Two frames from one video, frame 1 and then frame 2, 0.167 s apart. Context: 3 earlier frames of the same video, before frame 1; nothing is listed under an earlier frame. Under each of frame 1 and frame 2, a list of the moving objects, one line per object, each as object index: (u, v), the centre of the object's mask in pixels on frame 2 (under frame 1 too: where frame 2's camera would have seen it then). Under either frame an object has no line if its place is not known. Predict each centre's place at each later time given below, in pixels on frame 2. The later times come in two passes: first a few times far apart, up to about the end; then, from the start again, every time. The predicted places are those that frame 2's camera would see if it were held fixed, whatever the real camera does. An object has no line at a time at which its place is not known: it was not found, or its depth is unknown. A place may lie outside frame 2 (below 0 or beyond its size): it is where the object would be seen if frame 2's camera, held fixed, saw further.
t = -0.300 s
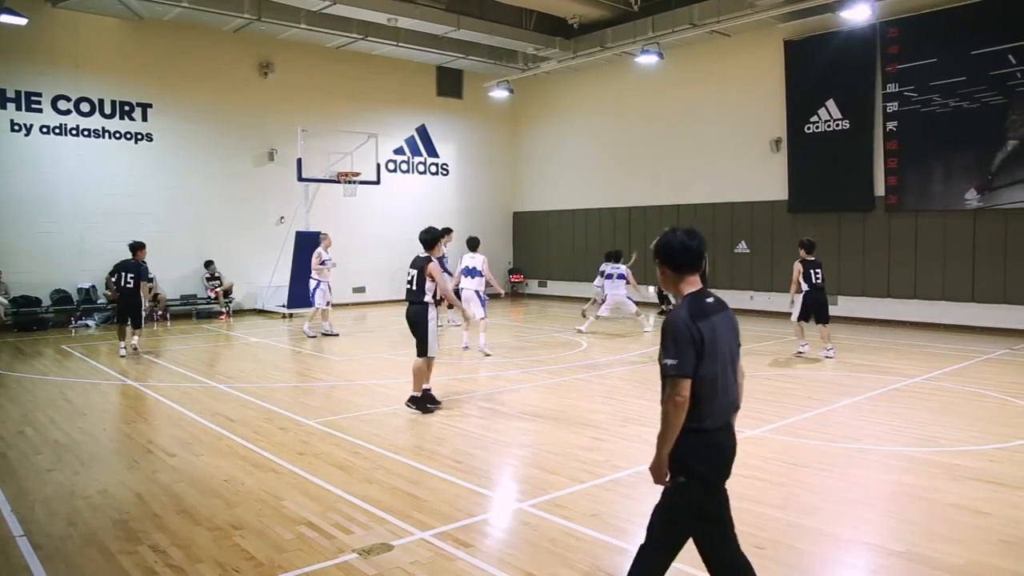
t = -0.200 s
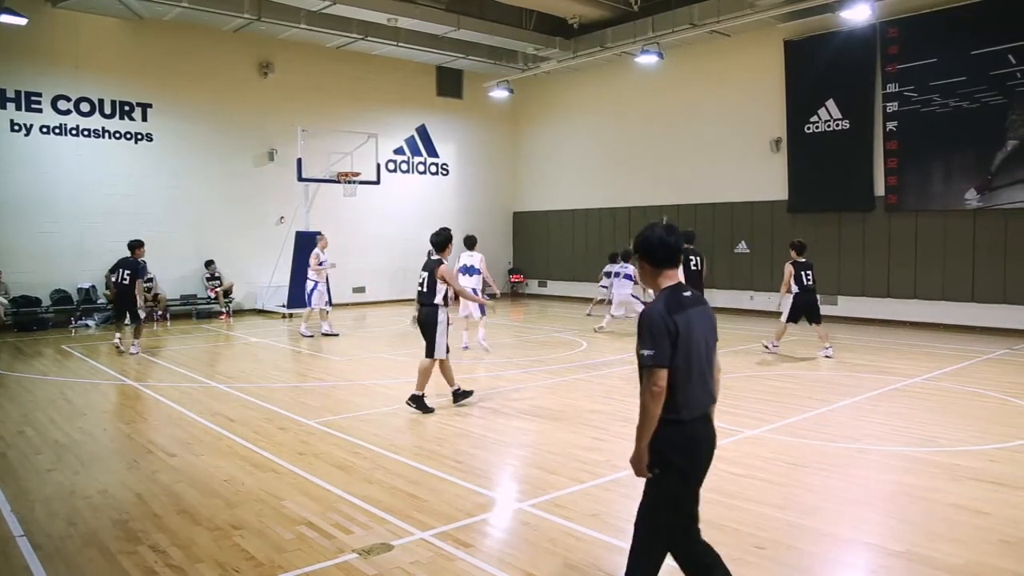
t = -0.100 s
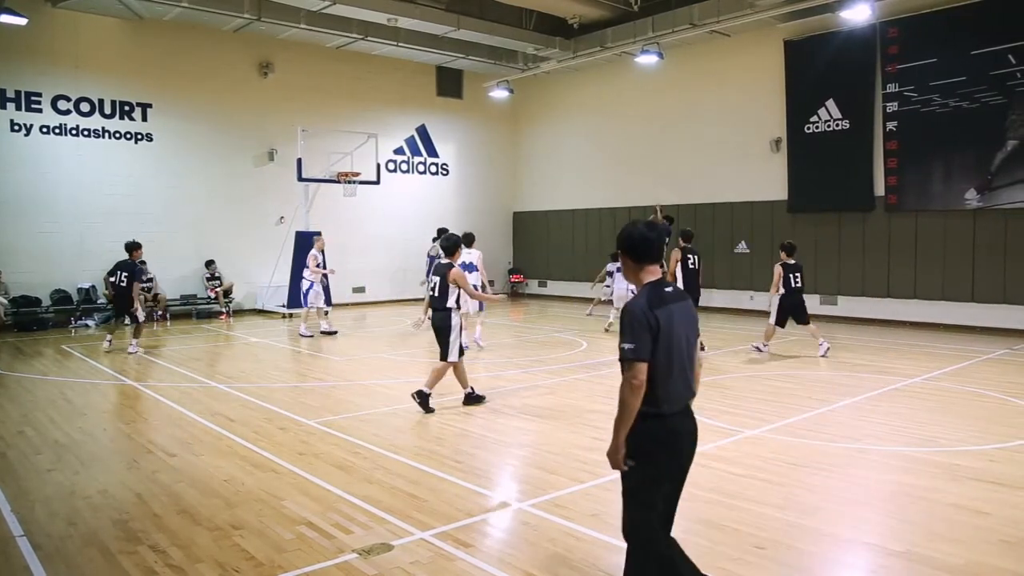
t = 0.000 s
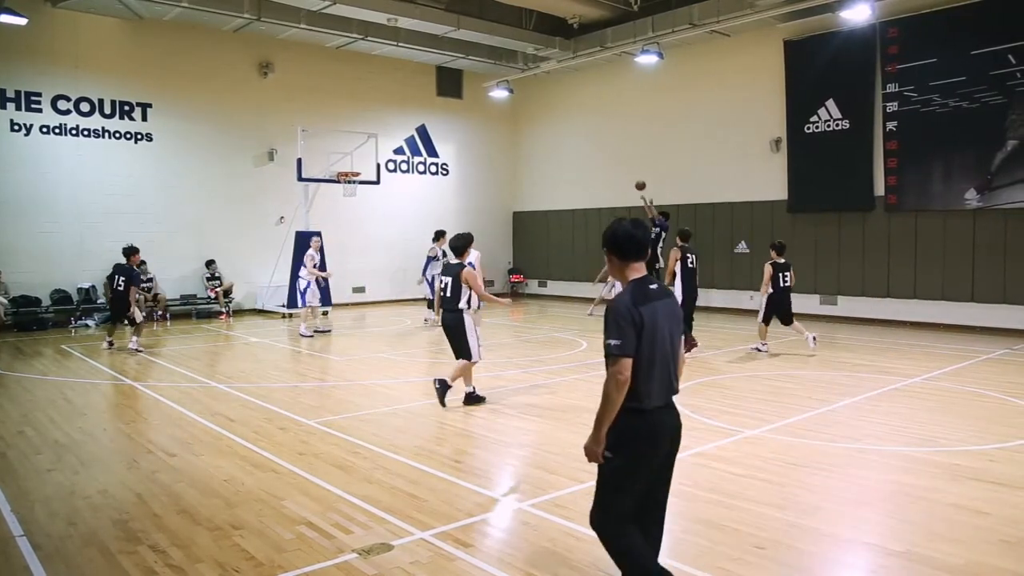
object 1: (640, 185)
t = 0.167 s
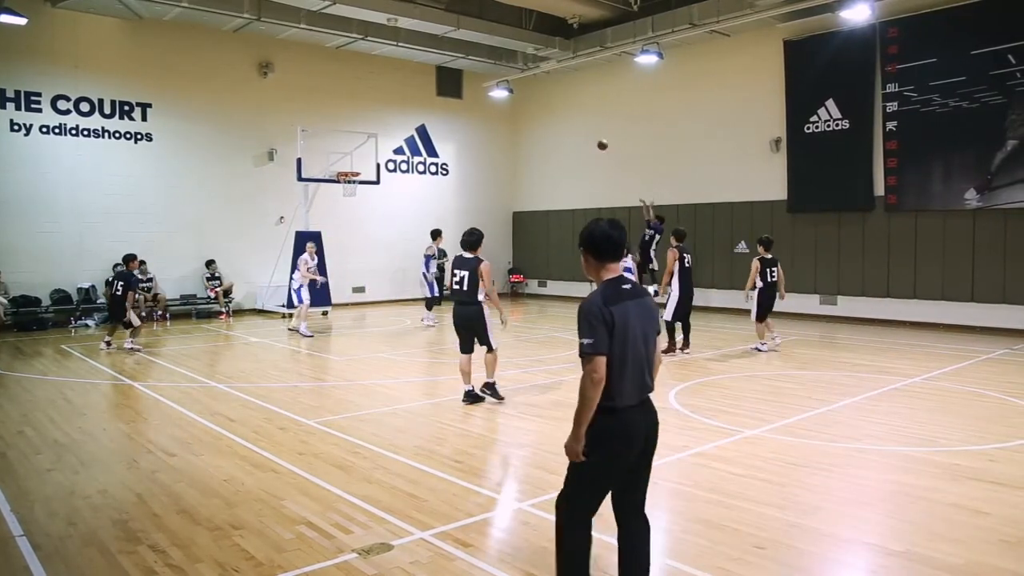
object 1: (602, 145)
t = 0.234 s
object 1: (587, 132)
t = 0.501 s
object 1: (525, 98)
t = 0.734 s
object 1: (470, 95)
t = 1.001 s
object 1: (407, 123)
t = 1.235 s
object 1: (353, 166)
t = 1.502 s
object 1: (312, 152)
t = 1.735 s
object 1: (295, 163)
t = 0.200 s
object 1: (595, 138)
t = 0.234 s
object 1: (587, 132)
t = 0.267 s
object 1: (580, 126)
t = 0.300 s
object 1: (572, 121)
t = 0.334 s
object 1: (564, 116)
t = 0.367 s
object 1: (557, 111)
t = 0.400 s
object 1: (549, 107)
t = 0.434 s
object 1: (541, 104)
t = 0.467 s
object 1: (533, 101)
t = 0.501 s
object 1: (525, 98)
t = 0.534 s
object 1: (517, 96)
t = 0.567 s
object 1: (510, 95)
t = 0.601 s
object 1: (505, 93)
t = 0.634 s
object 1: (493, 93)
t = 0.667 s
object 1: (486, 93)
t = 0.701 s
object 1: (478, 94)
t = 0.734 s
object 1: (470, 95)
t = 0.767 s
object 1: (463, 97)
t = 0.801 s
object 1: (455, 100)
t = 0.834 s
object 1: (446, 102)
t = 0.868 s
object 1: (439, 105)
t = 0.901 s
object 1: (431, 109)
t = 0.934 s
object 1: (422, 113)
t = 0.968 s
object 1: (415, 118)
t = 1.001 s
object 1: (407, 123)
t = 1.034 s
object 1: (399, 129)
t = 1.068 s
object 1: (391, 136)
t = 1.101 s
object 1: (383, 143)
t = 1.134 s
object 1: (374, 150)
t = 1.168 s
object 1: (366, 159)
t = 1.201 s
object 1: (358, 167)
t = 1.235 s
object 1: (353, 166)
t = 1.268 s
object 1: (347, 163)
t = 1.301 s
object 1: (341, 160)
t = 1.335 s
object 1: (335, 158)
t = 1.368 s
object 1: (329, 156)
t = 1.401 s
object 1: (324, 155)
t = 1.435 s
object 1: (318, 154)
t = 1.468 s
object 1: (315, 153)
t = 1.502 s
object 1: (312, 152)
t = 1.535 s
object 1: (310, 152)
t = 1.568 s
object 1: (308, 153)
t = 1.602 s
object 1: (305, 154)
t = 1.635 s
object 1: (303, 155)
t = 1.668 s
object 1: (300, 157)
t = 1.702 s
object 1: (298, 160)
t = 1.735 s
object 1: (295, 163)
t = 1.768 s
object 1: (293, 167)
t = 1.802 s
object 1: (290, 171)
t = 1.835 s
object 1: (288, 176)
